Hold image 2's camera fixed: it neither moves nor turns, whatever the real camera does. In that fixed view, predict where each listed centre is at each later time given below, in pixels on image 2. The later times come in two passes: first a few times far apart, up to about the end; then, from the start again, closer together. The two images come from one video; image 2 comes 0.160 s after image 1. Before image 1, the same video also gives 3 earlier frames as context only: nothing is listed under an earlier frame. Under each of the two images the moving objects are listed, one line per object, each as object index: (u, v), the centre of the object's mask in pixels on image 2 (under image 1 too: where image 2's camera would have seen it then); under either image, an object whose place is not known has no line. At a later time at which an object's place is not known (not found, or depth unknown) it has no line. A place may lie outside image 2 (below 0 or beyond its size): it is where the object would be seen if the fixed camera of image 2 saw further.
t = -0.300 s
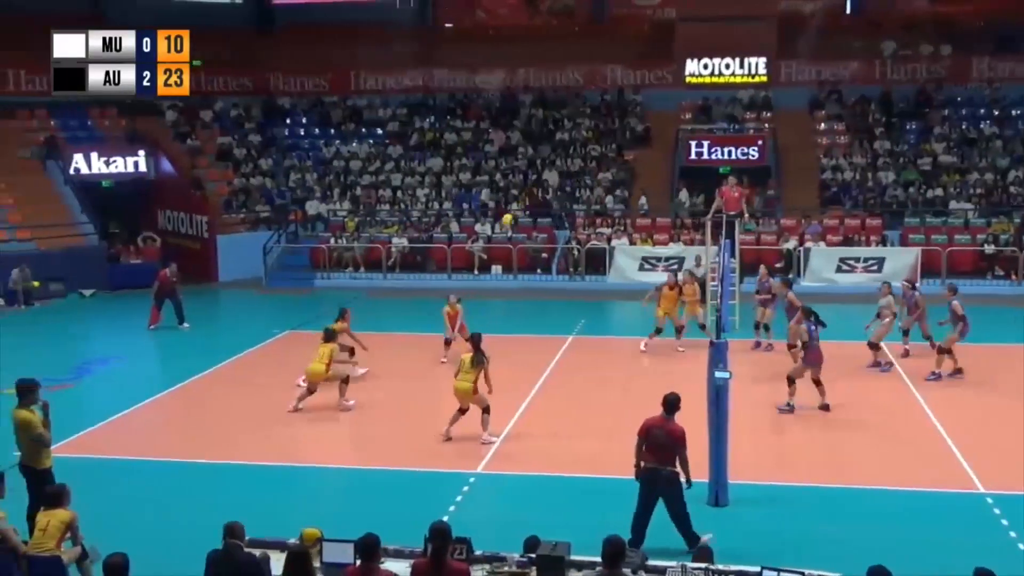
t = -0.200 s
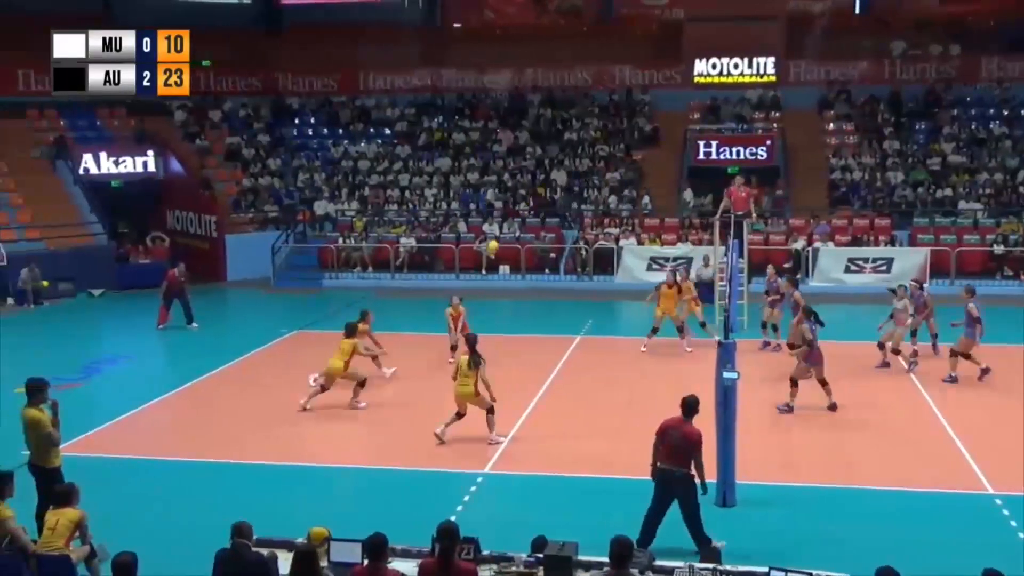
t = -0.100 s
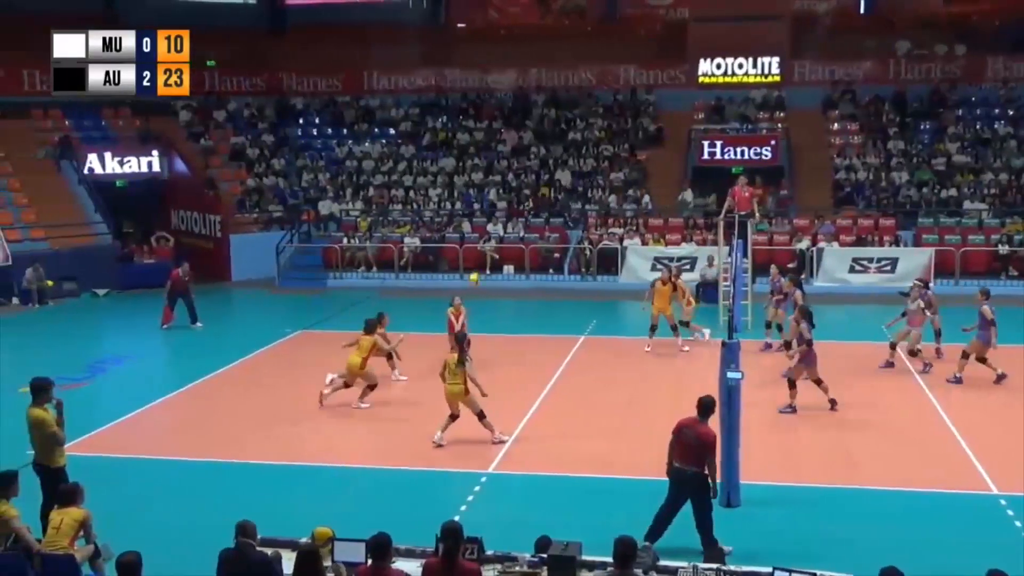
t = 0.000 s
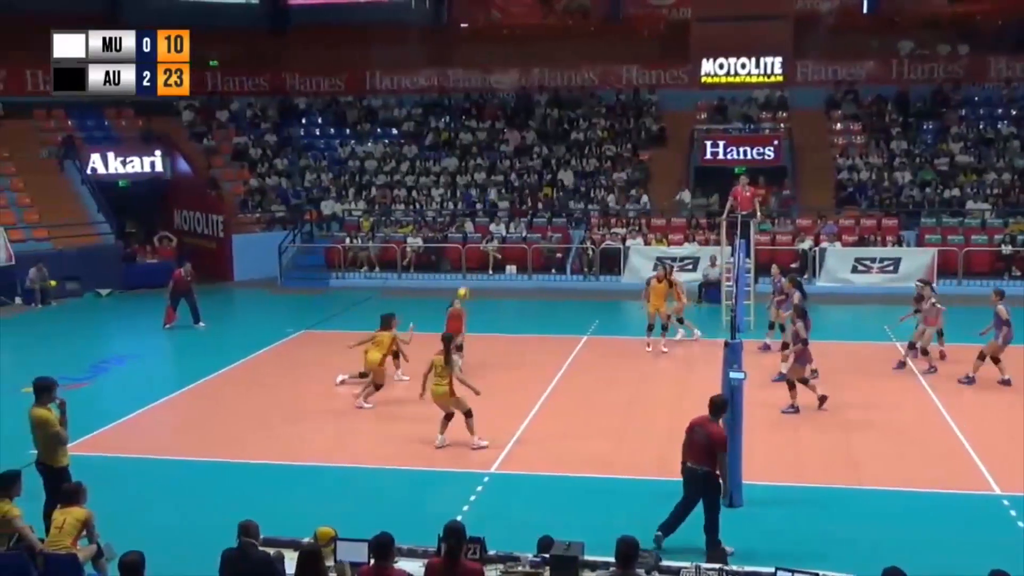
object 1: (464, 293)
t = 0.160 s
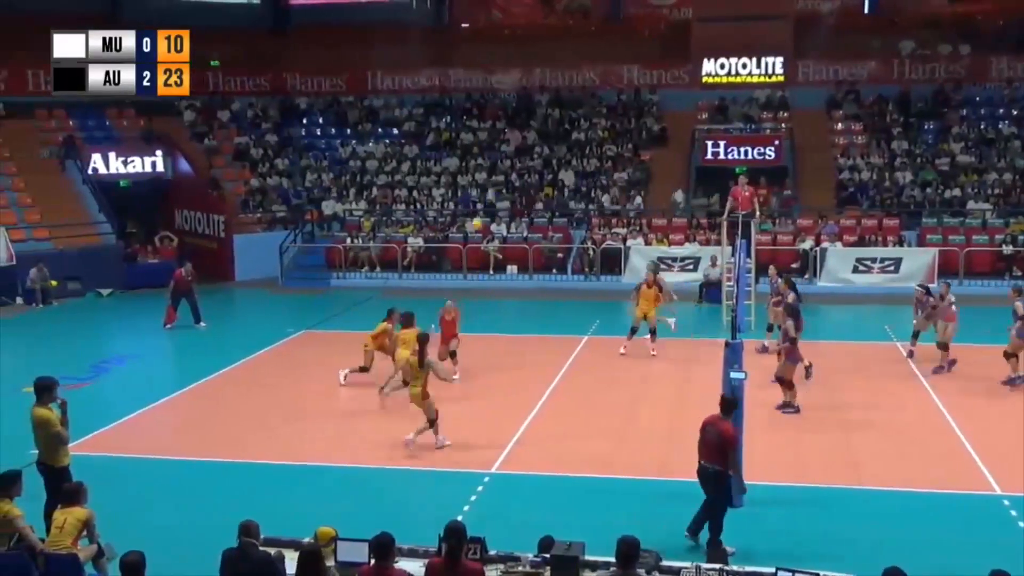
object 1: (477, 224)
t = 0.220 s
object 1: (482, 201)
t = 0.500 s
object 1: (505, 124)
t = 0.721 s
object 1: (524, 95)
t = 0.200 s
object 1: (480, 209)
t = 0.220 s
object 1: (482, 201)
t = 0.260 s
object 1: (486, 186)
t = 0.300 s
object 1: (489, 174)
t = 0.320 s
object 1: (490, 169)
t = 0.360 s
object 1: (494, 157)
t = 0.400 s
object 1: (497, 146)
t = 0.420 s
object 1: (499, 142)
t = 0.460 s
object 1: (502, 132)
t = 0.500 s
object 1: (505, 124)
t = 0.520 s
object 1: (507, 120)
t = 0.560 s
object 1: (510, 113)
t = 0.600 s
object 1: (514, 107)
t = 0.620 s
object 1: (515, 104)
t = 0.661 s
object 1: (519, 100)
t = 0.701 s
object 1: (522, 97)
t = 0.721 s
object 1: (524, 95)
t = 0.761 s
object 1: (527, 93)
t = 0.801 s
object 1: (531, 92)
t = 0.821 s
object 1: (532, 91)
